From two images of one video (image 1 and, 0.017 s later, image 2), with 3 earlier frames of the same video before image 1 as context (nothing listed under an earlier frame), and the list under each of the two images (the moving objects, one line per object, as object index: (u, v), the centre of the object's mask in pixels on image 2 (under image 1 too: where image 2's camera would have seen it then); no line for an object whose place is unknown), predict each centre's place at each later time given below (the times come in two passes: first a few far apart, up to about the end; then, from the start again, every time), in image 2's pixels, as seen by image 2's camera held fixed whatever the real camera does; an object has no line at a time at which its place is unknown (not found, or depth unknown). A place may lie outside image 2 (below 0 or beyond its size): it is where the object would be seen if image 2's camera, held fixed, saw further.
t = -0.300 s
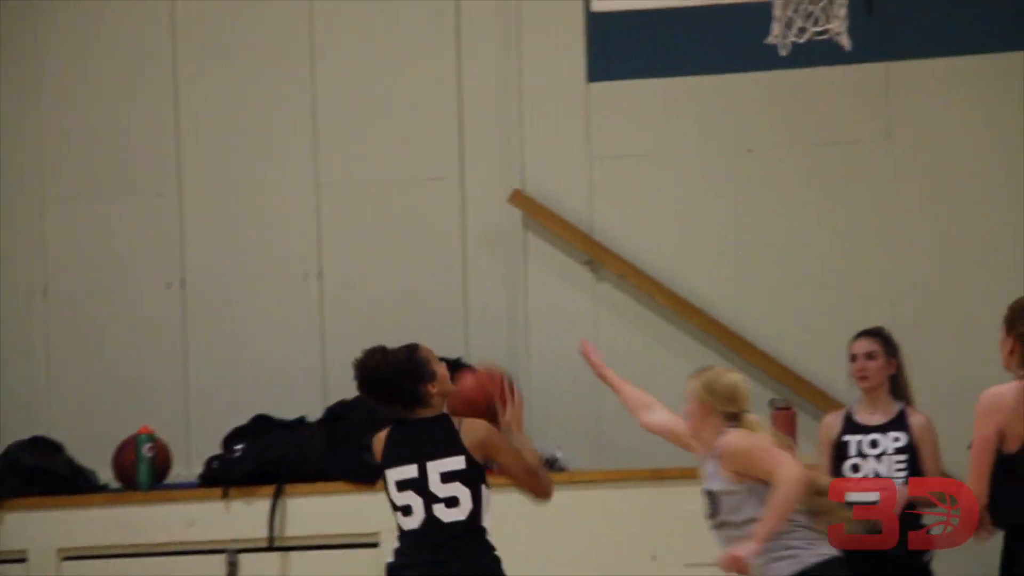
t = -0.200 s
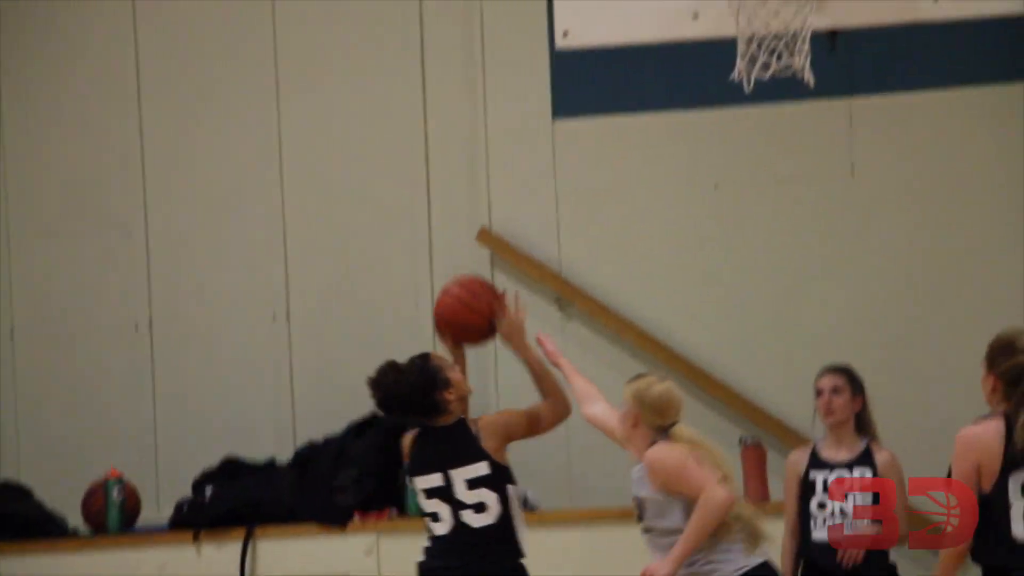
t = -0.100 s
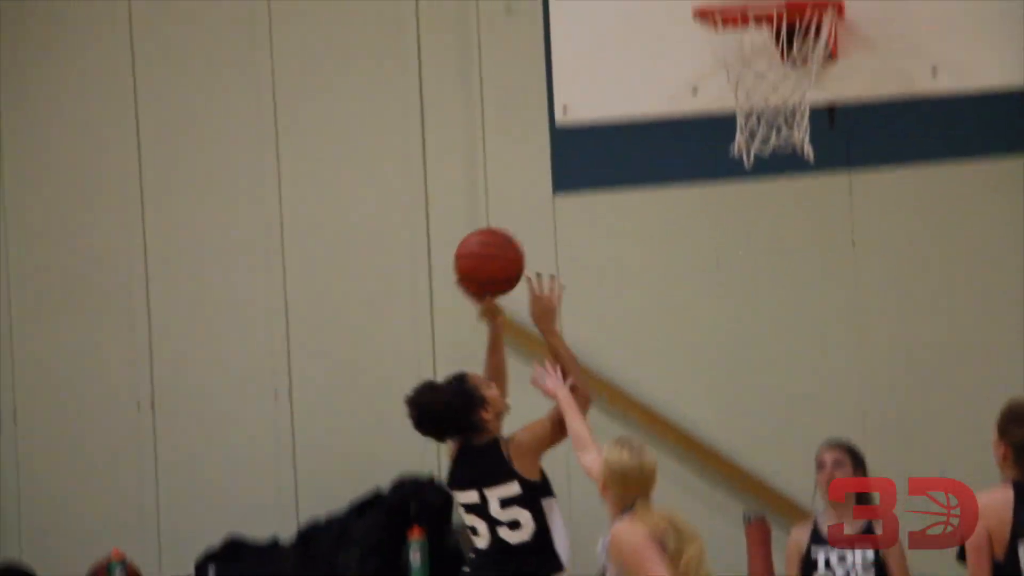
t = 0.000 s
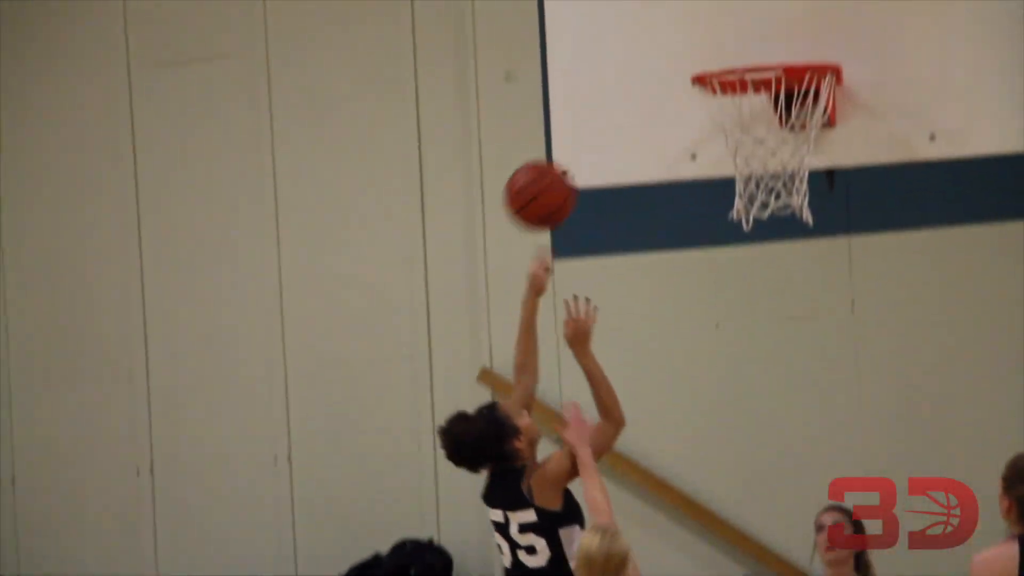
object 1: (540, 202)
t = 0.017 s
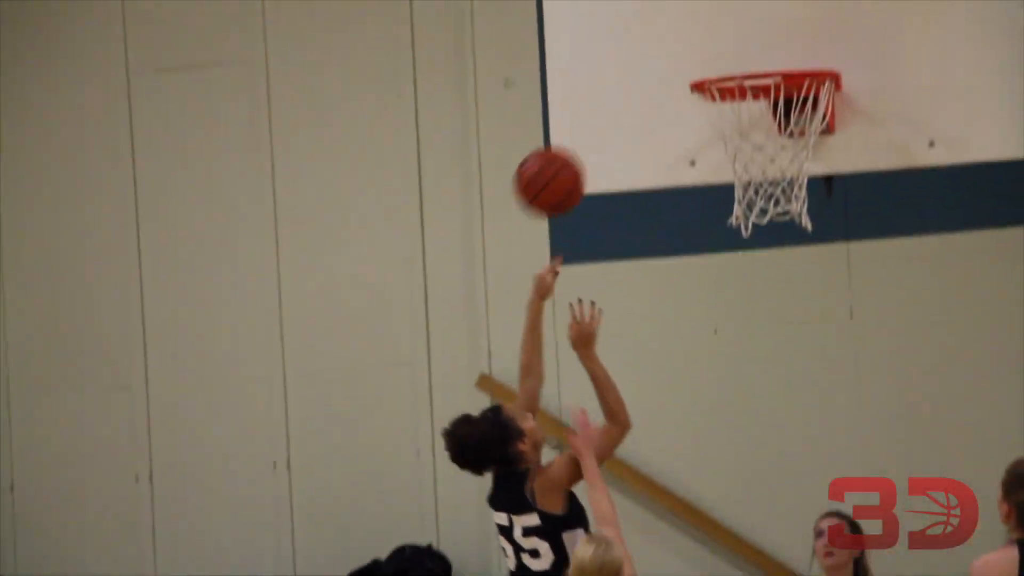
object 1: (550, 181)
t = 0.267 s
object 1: (702, 5)
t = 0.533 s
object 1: (742, 43)
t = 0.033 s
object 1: (560, 162)
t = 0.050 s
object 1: (572, 144)
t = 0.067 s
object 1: (583, 126)
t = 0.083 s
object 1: (593, 109)
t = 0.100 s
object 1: (604, 93)
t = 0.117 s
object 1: (615, 78)
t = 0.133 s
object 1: (626, 64)
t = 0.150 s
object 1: (637, 51)
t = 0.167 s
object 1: (648, 39)
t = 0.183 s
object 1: (660, 28)
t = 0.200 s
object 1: (671, 19)
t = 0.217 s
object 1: (683, 13)
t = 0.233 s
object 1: (695, 8)
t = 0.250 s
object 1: (700, 7)
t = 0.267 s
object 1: (702, 5)
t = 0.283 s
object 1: (704, 5)
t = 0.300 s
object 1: (706, 4)
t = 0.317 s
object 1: (708, 4)
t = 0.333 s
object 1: (710, 5)
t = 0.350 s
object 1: (713, 7)
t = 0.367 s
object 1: (715, 9)
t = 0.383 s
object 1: (718, 11)
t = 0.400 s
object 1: (720, 12)
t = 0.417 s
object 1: (723, 14)
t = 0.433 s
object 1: (726, 16)
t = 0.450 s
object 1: (728, 18)
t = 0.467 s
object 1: (731, 21)
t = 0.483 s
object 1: (734, 24)
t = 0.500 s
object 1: (737, 28)
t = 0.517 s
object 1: (740, 34)
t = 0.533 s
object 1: (742, 43)
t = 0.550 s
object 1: (744, 47)
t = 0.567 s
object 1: (746, 43)
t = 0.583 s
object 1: (748, 42)
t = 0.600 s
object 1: (751, 39)
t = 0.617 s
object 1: (753, 38)
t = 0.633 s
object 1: (756, 39)
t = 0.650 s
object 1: (758, 39)
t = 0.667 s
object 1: (760, 41)
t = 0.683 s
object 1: (763, 42)
